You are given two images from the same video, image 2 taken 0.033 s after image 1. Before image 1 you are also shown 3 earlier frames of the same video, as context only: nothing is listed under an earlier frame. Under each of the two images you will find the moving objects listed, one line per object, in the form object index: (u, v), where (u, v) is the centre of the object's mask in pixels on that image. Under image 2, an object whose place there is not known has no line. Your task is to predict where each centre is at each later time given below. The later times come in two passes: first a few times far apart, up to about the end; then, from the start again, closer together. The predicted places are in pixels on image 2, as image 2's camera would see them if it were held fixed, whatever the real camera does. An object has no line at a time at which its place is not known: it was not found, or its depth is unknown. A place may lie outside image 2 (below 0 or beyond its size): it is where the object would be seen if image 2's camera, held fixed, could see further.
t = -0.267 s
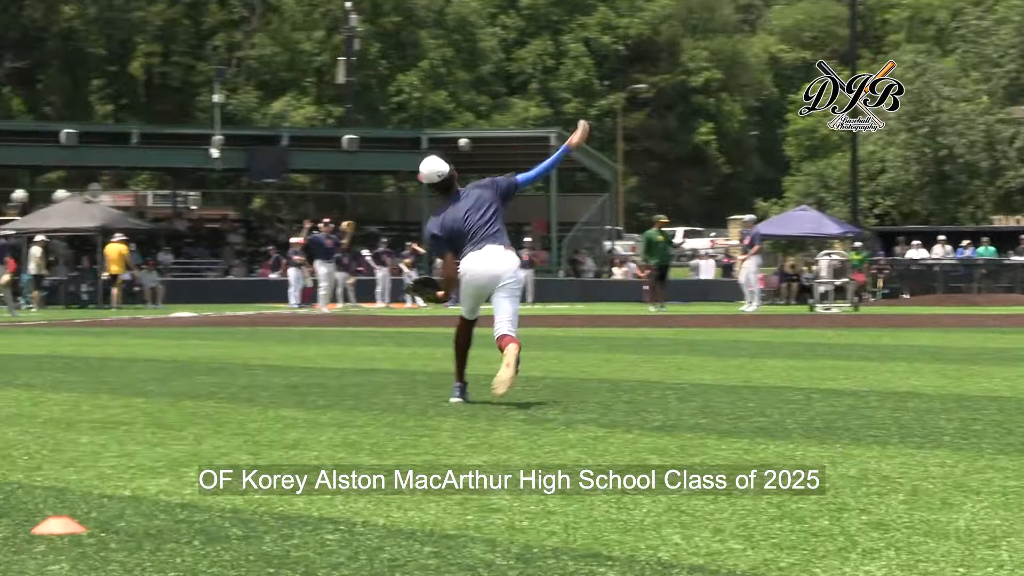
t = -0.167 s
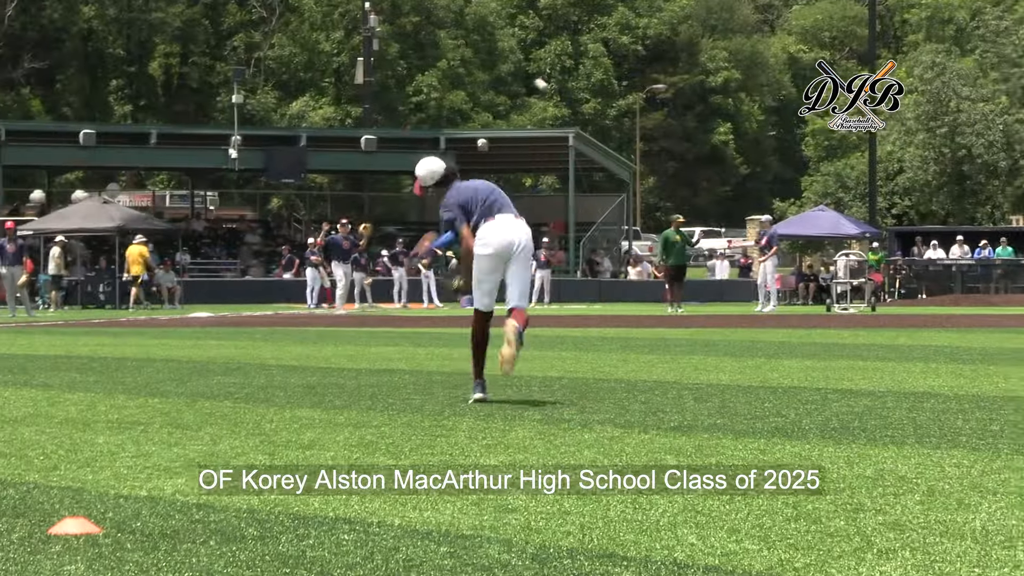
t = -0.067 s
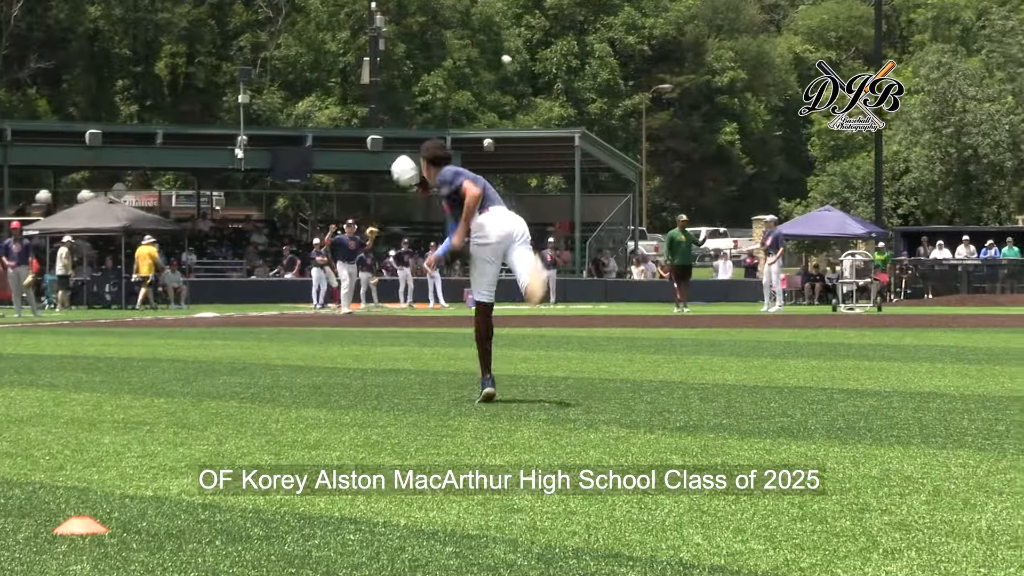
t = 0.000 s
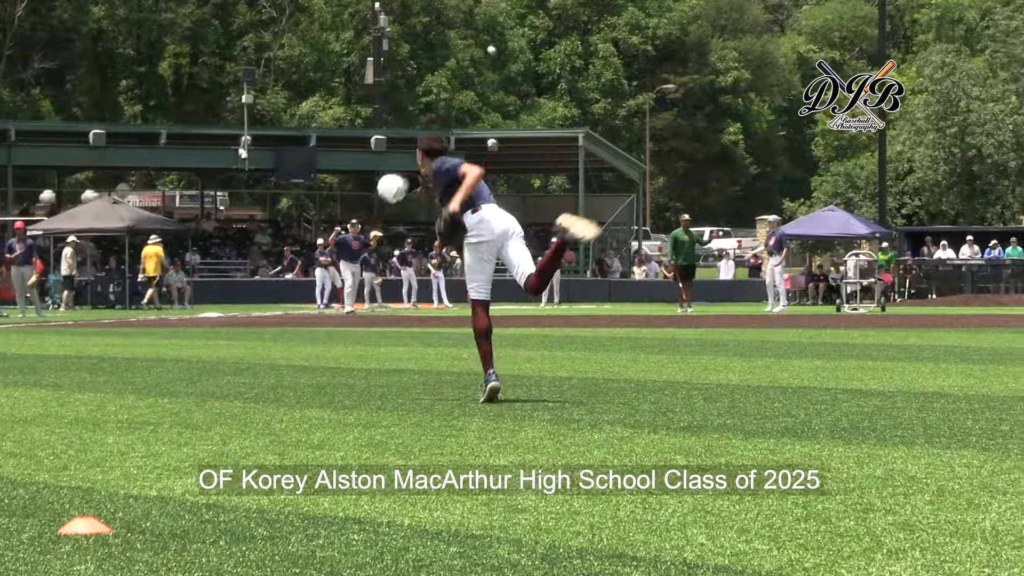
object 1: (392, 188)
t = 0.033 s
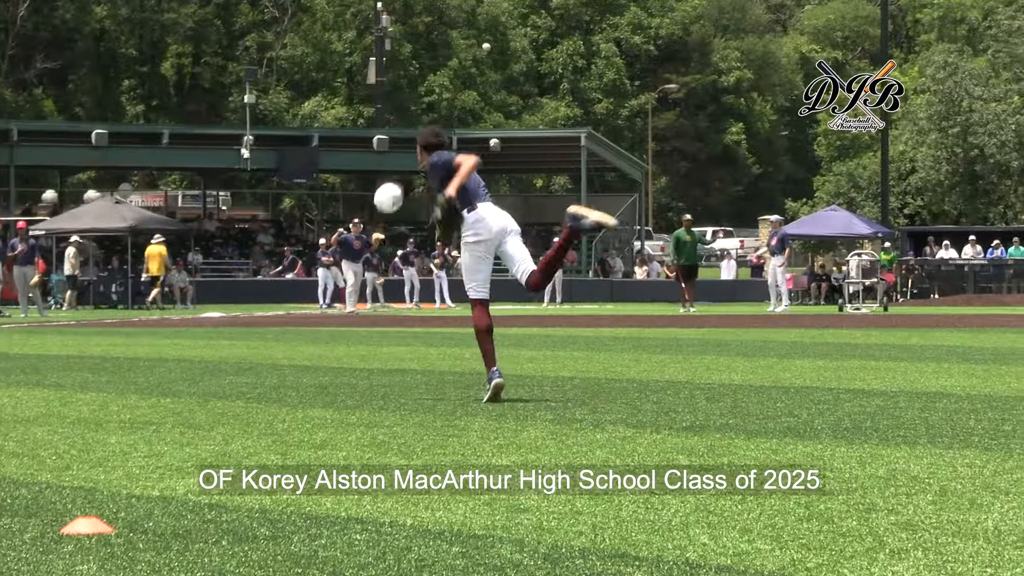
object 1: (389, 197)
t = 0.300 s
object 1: (351, 298)
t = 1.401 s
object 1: (277, 394)
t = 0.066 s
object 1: (384, 208)
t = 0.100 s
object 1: (380, 220)
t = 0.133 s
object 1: (378, 232)
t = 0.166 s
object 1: (375, 243)
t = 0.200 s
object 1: (371, 255)
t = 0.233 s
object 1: (366, 267)
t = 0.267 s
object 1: (359, 283)
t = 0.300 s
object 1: (351, 298)
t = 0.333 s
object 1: (341, 318)
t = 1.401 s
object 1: (277, 394)
